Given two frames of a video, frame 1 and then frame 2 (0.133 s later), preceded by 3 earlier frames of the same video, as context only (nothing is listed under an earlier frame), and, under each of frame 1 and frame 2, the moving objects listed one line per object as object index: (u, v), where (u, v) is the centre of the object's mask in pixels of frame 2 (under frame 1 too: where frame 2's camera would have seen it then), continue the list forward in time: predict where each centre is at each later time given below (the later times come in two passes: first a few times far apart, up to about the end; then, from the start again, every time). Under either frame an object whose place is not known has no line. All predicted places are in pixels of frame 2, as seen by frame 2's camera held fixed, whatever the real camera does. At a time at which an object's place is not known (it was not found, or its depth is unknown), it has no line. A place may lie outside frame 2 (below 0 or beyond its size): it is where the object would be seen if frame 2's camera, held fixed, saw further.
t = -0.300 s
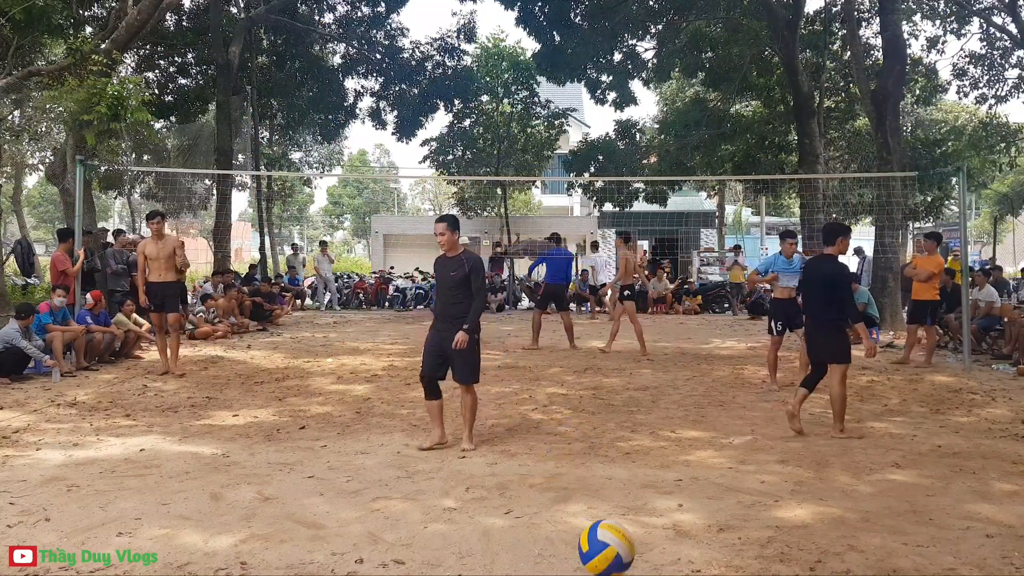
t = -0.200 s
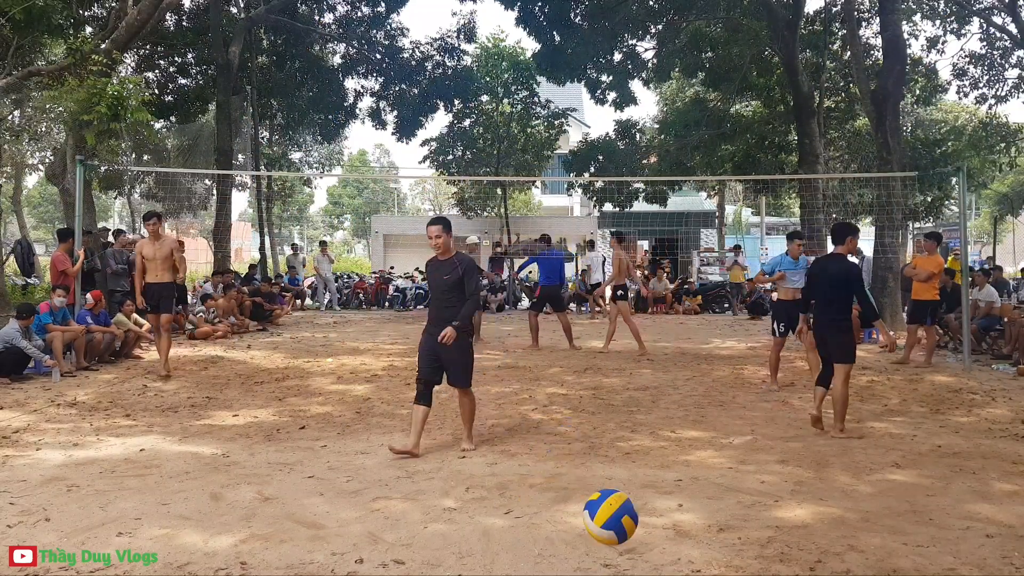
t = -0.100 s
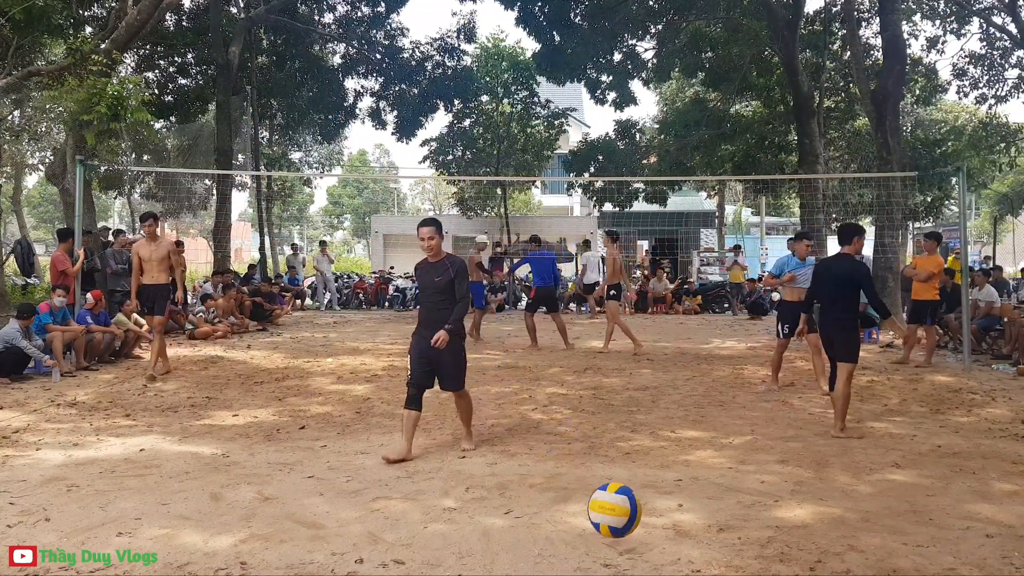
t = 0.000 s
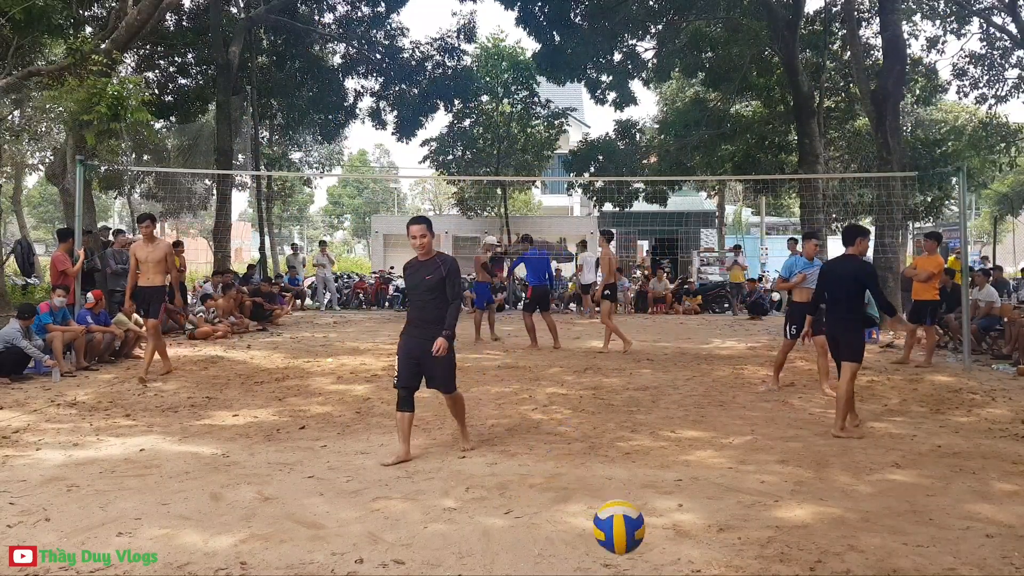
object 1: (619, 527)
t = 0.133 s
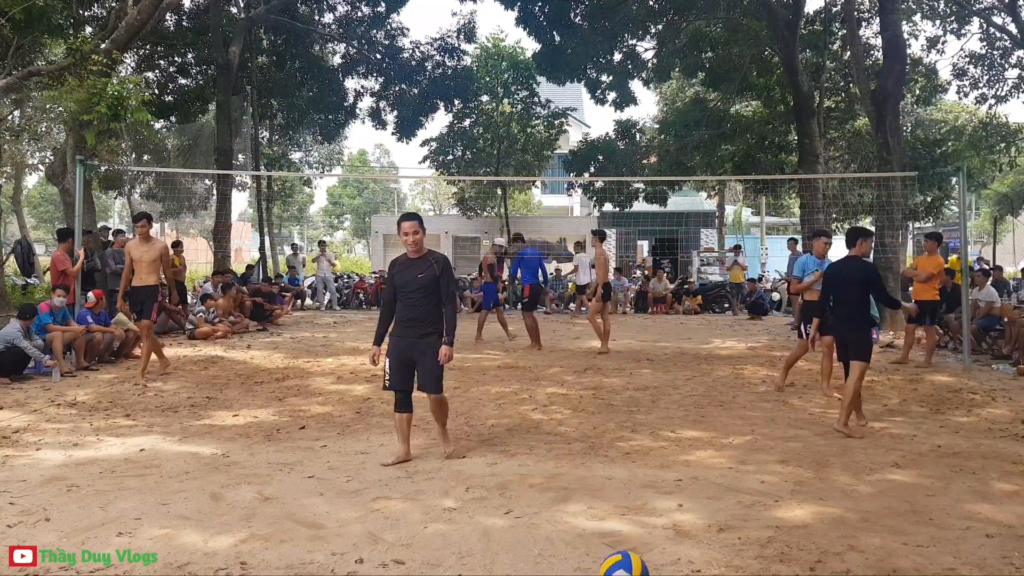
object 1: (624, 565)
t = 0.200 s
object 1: (628, 550)
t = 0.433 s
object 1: (639, 538)
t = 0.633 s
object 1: (645, 524)
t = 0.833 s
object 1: (649, 520)
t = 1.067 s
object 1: (649, 508)
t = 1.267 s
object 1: (649, 500)
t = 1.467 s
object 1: (650, 494)
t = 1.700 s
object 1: (652, 480)
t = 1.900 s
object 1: (654, 472)
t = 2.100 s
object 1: (656, 465)
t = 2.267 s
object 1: (658, 460)
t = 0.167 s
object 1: (626, 558)
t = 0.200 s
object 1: (628, 550)
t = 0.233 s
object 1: (630, 541)
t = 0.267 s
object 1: (631, 534)
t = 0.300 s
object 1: (633, 530)
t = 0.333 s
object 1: (634, 529)
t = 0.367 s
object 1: (635, 530)
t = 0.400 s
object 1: (637, 533)
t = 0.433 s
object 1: (639, 538)
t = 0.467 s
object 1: (640, 546)
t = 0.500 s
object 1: (641, 550)
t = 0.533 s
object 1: (643, 540)
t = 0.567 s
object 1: (643, 532)
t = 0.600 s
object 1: (644, 527)
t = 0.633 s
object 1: (645, 524)
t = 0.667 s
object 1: (646, 523)
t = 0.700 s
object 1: (647, 524)
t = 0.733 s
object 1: (648, 528)
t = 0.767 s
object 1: (649, 534)
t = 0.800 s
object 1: (649, 527)
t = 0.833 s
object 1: (649, 520)
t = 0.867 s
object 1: (649, 516)
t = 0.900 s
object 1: (649, 514)
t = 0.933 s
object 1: (648, 513)
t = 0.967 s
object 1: (649, 517)
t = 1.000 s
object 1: (649, 515)
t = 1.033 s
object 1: (649, 510)
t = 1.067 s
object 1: (649, 508)
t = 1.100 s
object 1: (649, 507)
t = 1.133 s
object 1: (649, 508)
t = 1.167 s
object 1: (649, 506)
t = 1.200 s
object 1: (649, 503)
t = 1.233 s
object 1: (650, 502)
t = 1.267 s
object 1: (649, 500)
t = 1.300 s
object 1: (650, 499)
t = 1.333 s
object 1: (650, 498)
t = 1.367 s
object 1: (649, 497)
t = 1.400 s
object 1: (650, 497)
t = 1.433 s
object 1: (650, 496)
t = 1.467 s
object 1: (650, 494)
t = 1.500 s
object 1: (650, 491)
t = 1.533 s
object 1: (651, 492)
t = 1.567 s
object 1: (651, 489)
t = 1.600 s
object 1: (651, 486)
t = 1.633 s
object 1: (652, 484)
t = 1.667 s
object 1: (652, 482)
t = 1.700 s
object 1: (652, 480)
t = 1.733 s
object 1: (652, 479)
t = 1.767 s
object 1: (653, 478)
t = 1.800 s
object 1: (653, 477)
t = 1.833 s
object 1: (653, 475)
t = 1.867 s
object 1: (654, 473)
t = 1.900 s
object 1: (654, 472)
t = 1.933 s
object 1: (655, 472)
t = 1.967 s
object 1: (655, 470)
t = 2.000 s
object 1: (656, 469)
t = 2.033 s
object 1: (656, 468)
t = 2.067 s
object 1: (656, 466)
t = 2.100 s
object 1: (656, 465)
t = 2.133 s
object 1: (657, 464)
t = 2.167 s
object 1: (656, 465)
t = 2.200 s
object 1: (657, 463)
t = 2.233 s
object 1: (658, 461)
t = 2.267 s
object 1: (658, 460)
